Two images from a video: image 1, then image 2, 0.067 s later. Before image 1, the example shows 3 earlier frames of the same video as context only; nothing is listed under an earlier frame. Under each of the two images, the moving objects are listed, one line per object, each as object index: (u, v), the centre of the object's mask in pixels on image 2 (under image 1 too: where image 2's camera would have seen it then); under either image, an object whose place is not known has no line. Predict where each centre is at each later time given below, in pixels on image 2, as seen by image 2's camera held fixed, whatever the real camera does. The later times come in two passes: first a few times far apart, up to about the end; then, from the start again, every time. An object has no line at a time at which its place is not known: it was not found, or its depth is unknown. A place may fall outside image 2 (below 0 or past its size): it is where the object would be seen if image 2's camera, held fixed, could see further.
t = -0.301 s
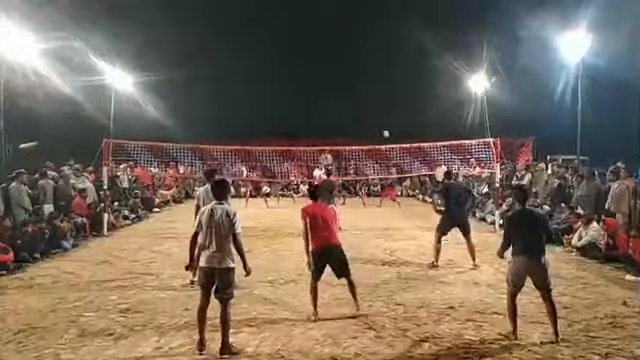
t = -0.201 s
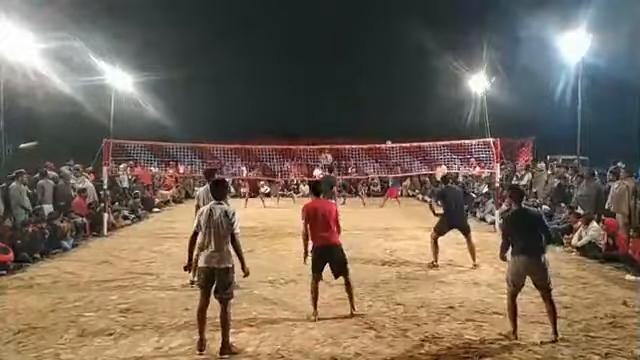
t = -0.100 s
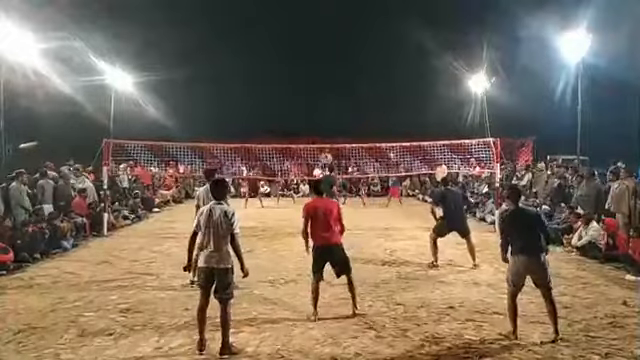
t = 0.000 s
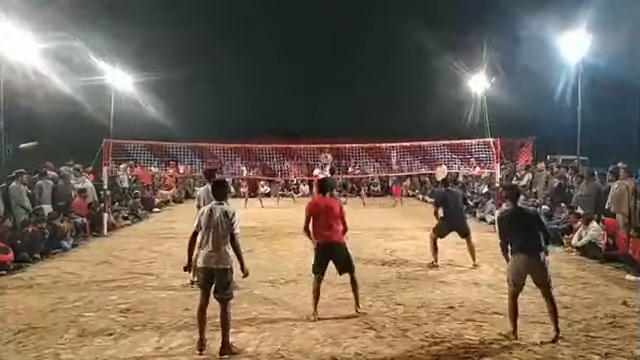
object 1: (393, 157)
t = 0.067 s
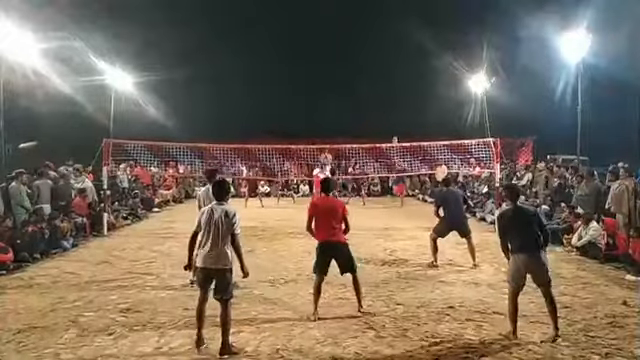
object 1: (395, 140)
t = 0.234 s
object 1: (397, 109)
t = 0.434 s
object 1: (401, 75)
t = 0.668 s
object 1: (407, 44)
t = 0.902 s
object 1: (414, 29)
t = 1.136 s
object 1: (424, 39)
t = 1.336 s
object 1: (439, 87)
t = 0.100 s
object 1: (395, 134)
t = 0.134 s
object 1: (396, 128)
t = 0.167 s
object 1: (396, 121)
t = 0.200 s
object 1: (396, 115)
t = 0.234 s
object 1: (397, 109)
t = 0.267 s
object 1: (398, 102)
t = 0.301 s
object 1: (399, 97)
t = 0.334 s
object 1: (399, 91)
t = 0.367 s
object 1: (400, 85)
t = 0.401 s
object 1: (401, 79)
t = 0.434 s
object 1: (401, 75)
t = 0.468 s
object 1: (402, 70)
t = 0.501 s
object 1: (402, 65)
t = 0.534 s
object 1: (403, 60)
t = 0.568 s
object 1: (404, 56)
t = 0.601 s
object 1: (405, 52)
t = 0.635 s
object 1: (406, 48)
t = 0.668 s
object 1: (407, 44)
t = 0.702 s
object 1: (408, 41)
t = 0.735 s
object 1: (409, 37)
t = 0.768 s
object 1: (410, 35)
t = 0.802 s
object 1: (410, 33)
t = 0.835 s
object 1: (411, 31)
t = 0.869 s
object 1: (412, 29)
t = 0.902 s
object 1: (414, 29)
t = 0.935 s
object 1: (415, 29)
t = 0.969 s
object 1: (416, 28)
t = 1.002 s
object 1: (418, 29)
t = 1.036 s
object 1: (420, 31)
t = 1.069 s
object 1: (421, 33)
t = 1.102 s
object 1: (422, 36)
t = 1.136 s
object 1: (424, 39)
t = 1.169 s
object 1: (426, 44)
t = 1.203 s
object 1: (428, 50)
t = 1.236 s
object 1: (431, 56)
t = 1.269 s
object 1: (434, 65)
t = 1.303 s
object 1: (436, 75)
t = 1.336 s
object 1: (439, 87)
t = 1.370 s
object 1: (442, 100)
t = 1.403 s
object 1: (444, 111)
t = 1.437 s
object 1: (449, 129)
